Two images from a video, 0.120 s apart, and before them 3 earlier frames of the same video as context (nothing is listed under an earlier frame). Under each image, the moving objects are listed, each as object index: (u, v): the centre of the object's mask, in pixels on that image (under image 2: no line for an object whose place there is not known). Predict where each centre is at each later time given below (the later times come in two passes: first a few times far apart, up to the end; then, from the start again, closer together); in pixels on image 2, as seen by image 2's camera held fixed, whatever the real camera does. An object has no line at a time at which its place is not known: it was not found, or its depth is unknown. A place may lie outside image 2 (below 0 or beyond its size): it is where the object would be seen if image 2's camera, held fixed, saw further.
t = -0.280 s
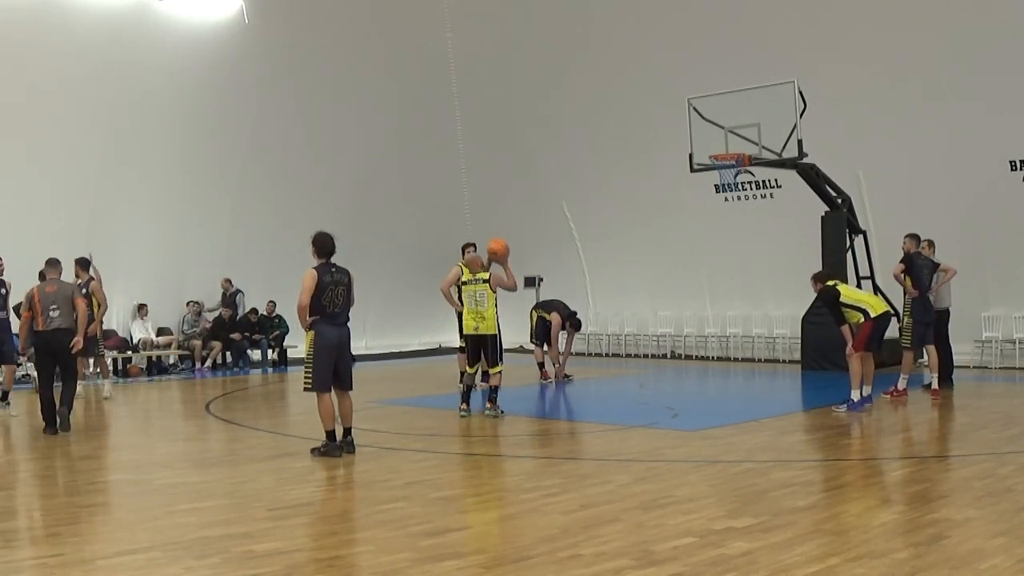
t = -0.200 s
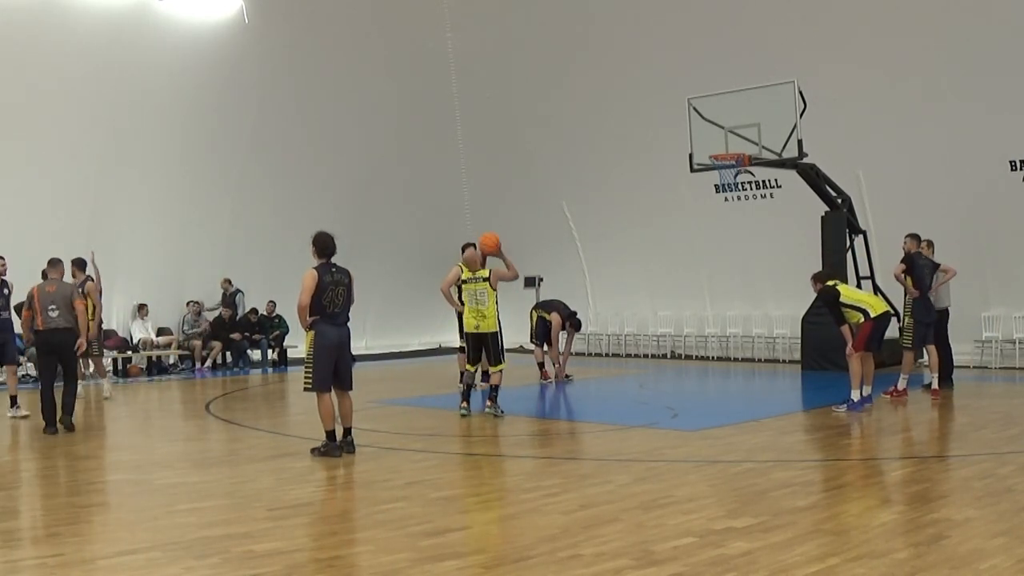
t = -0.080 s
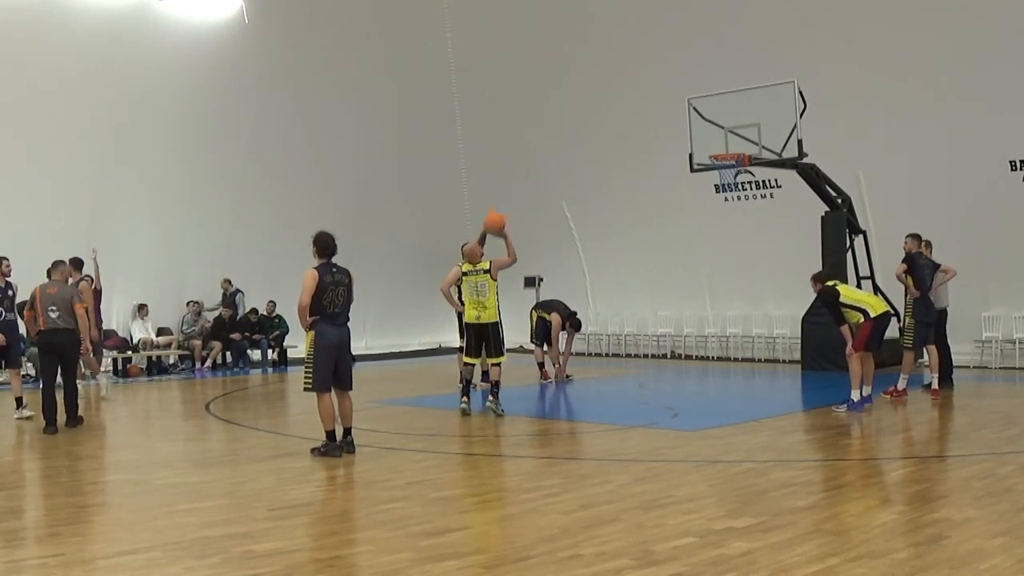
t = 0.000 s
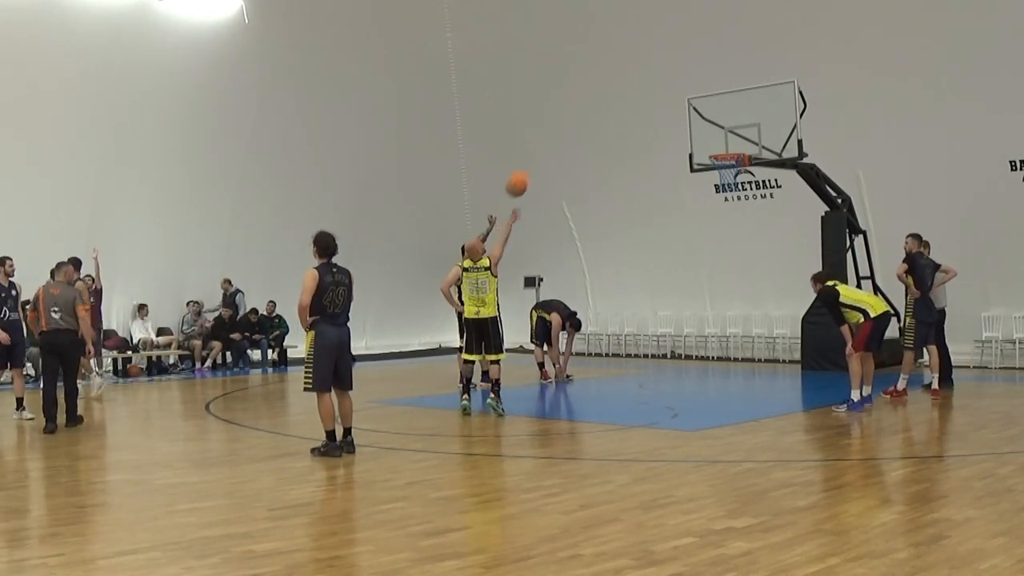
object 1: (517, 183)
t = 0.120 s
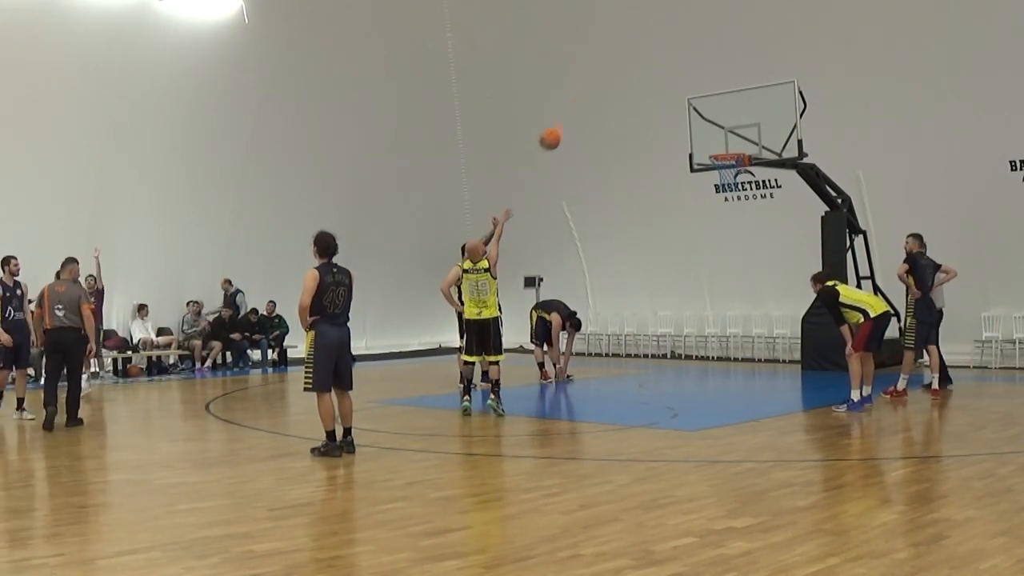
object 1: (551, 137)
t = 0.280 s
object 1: (593, 99)
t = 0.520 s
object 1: (649, 86)
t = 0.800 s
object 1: (707, 125)
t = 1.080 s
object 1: (724, 194)
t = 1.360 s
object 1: (712, 293)
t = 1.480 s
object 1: (707, 356)
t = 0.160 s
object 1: (561, 126)
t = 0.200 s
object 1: (573, 115)
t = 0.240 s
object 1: (583, 107)
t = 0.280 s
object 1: (593, 99)
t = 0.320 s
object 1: (602, 94)
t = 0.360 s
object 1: (611, 90)
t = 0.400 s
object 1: (621, 87)
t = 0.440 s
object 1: (630, 85)
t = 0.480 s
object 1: (639, 85)
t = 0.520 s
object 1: (649, 86)
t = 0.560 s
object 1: (658, 87)
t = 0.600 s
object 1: (666, 91)
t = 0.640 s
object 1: (675, 96)
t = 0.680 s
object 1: (683, 101)
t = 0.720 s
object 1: (691, 108)
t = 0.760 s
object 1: (699, 115)
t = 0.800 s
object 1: (707, 125)
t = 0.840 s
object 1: (715, 135)
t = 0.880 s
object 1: (723, 145)
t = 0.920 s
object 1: (730, 150)
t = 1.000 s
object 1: (727, 176)
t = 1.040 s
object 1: (725, 186)
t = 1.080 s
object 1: (724, 194)
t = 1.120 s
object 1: (723, 204)
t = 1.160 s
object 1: (721, 216)
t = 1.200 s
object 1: (719, 229)
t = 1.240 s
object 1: (717, 243)
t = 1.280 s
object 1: (715, 259)
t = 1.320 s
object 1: (714, 275)
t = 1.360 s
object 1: (712, 293)
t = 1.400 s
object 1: (710, 313)
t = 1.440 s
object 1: (709, 333)
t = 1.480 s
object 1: (707, 356)
